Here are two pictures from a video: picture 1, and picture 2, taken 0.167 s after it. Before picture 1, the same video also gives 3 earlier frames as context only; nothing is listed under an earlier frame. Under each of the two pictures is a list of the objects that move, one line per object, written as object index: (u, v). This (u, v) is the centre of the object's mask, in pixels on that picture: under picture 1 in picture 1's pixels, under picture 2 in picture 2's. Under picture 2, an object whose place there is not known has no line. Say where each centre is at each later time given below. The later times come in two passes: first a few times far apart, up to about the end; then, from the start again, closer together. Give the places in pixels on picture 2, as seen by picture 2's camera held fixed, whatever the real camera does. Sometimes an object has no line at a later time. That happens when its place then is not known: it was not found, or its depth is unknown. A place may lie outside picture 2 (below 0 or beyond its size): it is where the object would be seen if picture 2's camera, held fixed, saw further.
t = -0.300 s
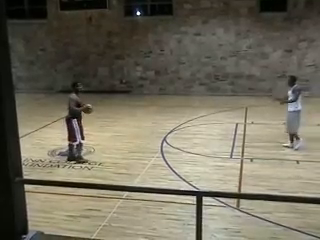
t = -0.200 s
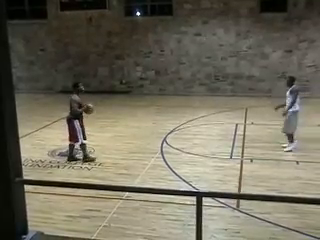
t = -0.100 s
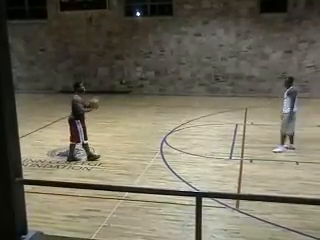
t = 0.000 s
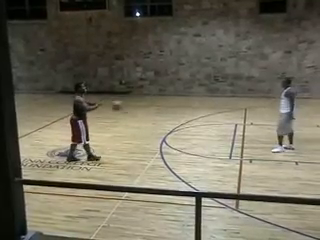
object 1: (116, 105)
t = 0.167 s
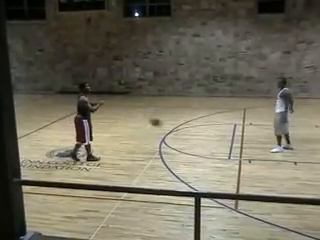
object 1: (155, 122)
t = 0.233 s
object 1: (171, 131)
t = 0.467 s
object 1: (211, 134)
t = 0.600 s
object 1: (226, 122)
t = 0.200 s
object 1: (163, 125)
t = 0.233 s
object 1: (171, 131)
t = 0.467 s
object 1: (211, 134)
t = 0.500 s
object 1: (215, 131)
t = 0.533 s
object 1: (218, 128)
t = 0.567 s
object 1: (222, 125)
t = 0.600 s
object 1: (226, 122)
